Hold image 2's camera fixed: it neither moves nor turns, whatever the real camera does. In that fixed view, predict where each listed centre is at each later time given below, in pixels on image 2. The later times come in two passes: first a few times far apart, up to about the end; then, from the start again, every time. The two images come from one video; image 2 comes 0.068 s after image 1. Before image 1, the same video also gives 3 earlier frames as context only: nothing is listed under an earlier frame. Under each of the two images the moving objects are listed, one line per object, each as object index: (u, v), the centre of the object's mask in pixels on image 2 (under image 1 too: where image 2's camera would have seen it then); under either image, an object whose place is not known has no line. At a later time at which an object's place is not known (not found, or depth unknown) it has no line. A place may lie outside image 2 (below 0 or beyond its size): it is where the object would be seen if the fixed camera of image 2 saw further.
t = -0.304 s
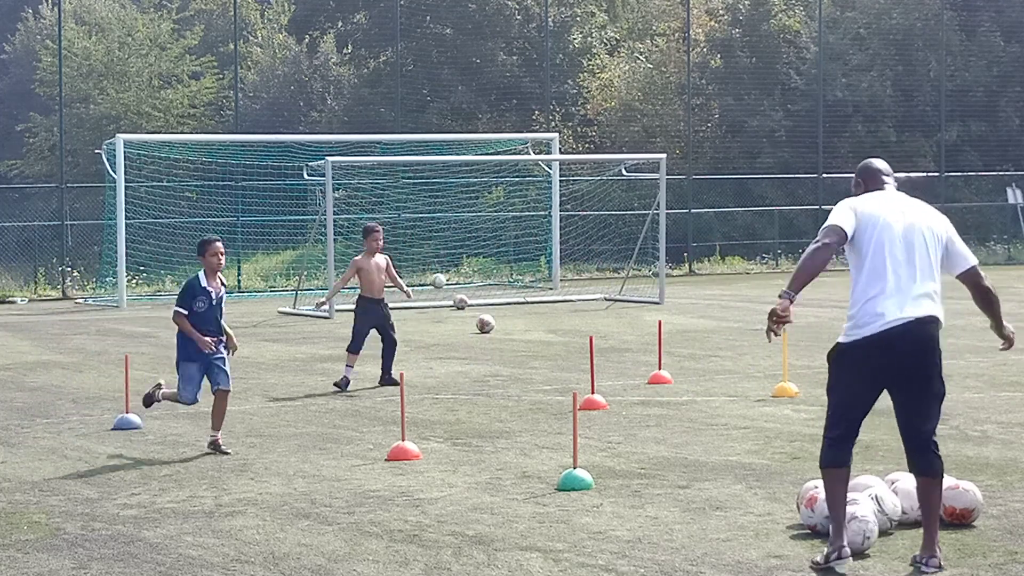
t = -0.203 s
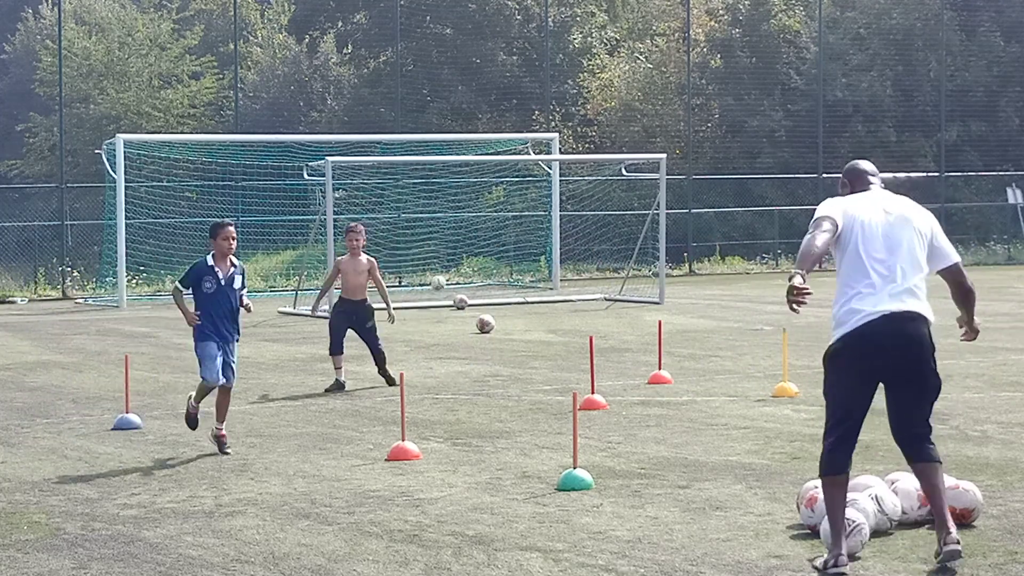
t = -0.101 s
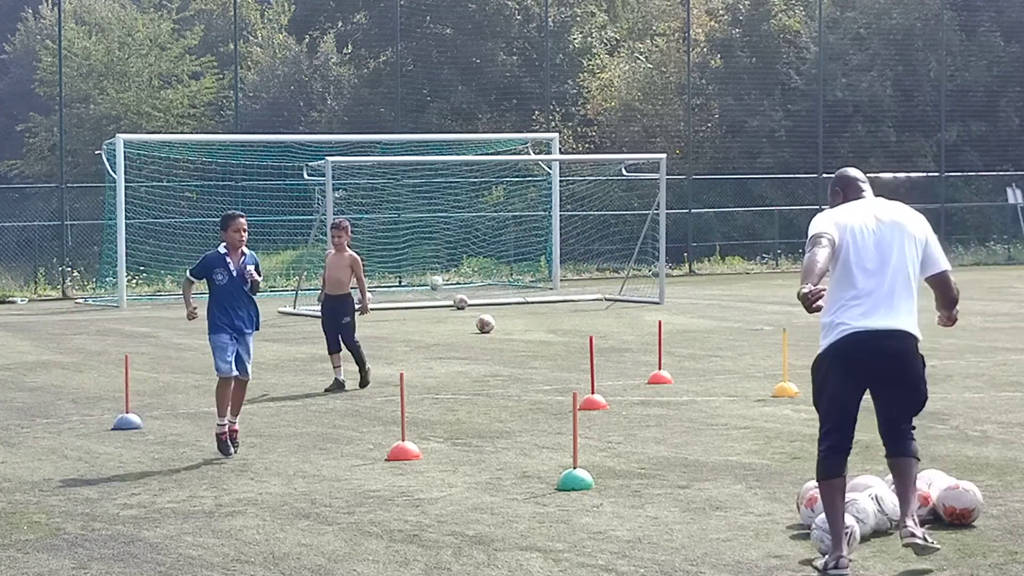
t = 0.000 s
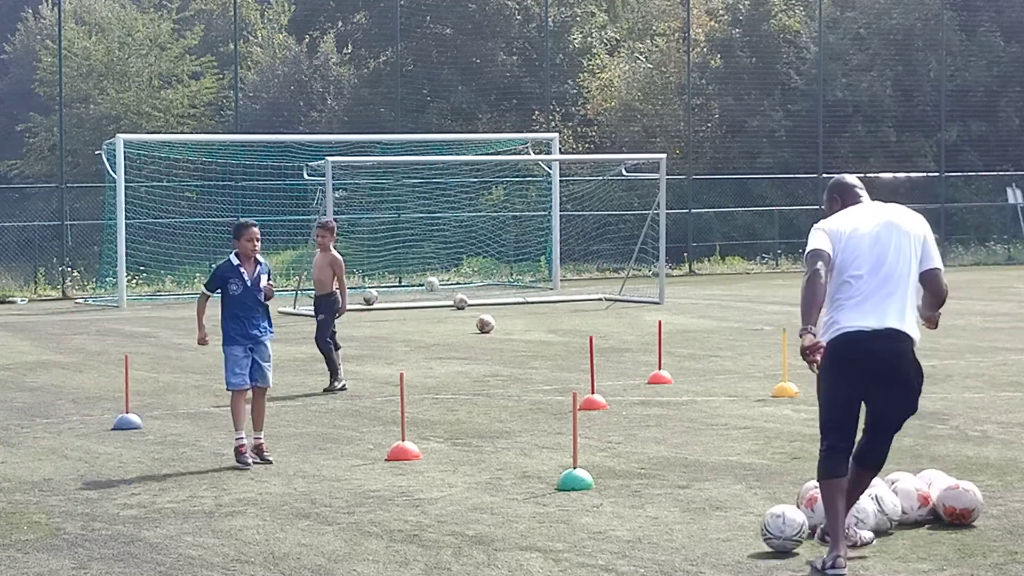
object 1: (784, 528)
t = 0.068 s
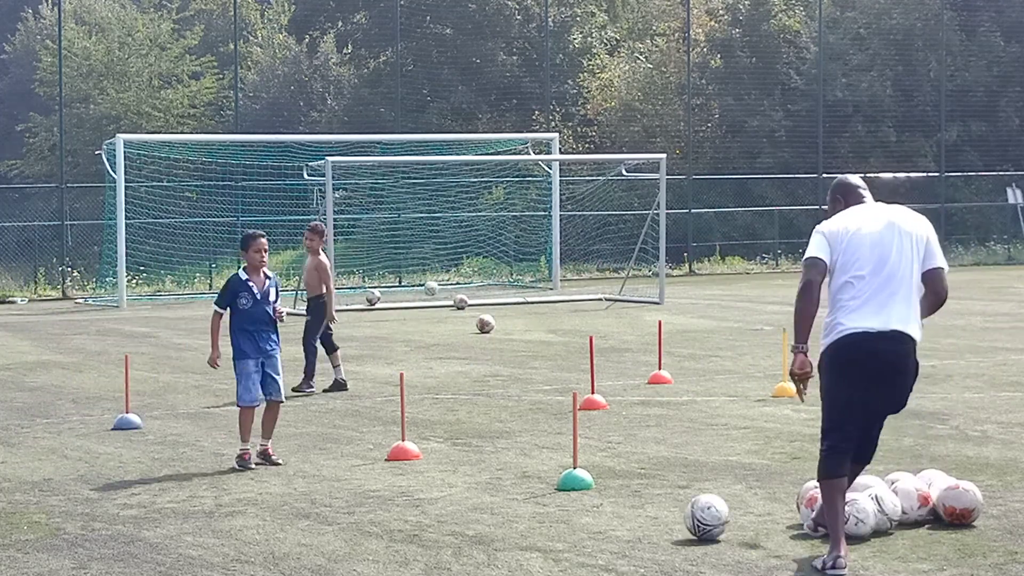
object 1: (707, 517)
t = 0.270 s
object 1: (532, 489)
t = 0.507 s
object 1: (394, 467)
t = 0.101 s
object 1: (672, 512)
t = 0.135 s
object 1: (641, 506)
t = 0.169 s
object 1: (611, 501)
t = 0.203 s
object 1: (582, 498)
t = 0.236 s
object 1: (557, 493)
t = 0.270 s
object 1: (532, 489)
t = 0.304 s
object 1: (508, 487)
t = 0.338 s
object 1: (487, 481)
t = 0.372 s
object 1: (466, 478)
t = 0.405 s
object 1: (445, 478)
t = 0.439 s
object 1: (428, 473)
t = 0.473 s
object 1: (410, 469)
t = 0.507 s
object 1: (394, 467)
